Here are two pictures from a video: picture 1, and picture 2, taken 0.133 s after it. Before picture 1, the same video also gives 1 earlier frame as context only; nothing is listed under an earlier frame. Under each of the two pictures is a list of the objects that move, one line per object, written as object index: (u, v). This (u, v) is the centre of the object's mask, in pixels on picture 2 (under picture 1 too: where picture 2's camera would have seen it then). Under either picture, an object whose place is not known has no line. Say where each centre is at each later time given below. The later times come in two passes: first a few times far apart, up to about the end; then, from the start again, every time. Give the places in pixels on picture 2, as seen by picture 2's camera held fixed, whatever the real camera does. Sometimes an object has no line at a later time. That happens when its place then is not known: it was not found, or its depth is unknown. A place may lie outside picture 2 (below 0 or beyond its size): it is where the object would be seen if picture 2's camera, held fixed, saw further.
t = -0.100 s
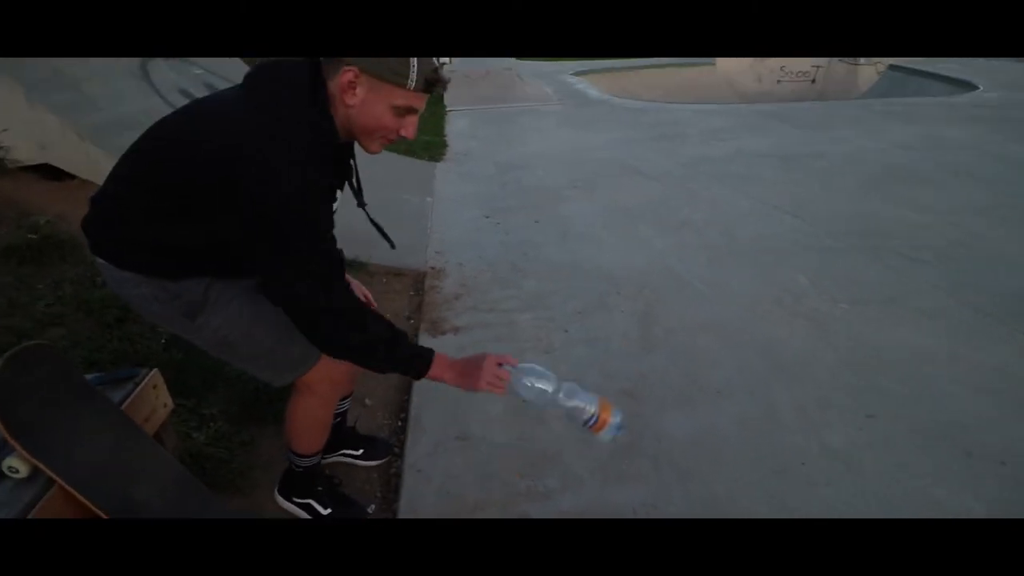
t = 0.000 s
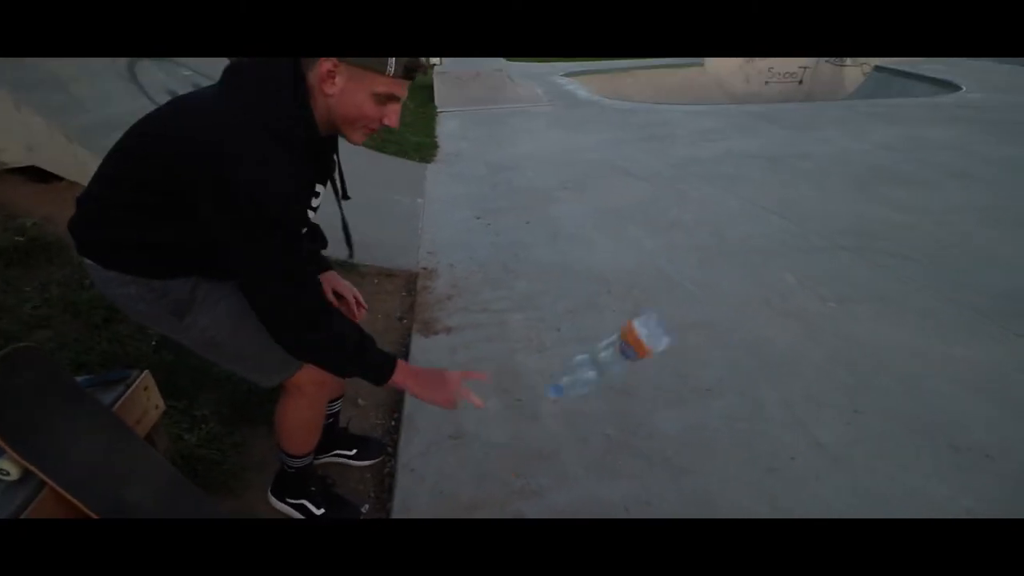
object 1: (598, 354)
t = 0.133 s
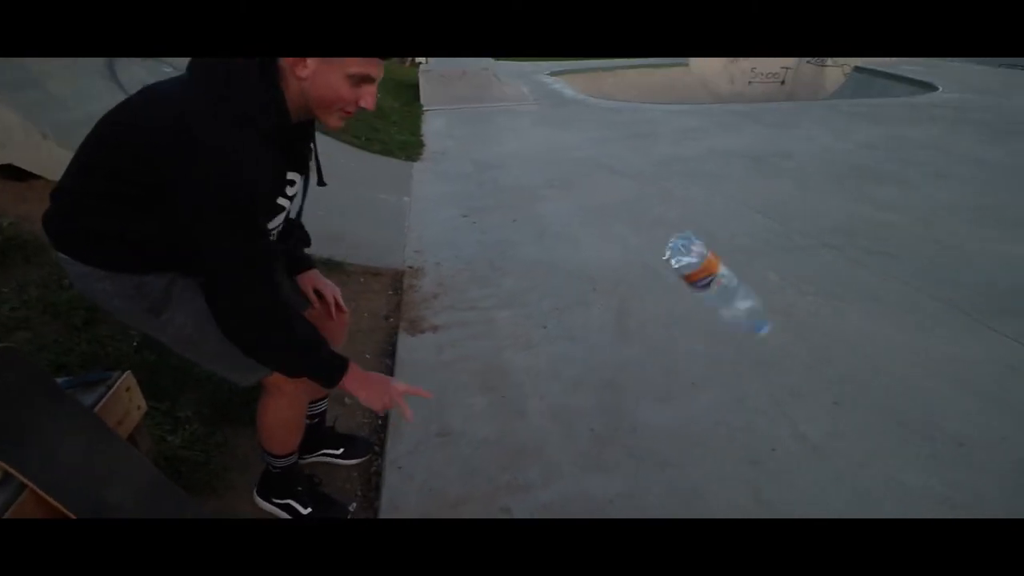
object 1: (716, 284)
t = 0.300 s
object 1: (801, 253)
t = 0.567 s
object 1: (810, 444)
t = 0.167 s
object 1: (740, 268)
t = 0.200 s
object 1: (760, 256)
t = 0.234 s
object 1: (779, 250)
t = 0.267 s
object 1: (791, 249)
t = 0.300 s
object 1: (801, 253)
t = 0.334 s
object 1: (808, 263)
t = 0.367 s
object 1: (812, 278)
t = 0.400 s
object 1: (814, 299)
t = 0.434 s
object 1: (816, 323)
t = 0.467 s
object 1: (815, 351)
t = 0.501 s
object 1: (813, 383)
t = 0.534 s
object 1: (813, 414)
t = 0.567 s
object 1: (810, 444)
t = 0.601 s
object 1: (814, 454)
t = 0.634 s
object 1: (818, 455)
